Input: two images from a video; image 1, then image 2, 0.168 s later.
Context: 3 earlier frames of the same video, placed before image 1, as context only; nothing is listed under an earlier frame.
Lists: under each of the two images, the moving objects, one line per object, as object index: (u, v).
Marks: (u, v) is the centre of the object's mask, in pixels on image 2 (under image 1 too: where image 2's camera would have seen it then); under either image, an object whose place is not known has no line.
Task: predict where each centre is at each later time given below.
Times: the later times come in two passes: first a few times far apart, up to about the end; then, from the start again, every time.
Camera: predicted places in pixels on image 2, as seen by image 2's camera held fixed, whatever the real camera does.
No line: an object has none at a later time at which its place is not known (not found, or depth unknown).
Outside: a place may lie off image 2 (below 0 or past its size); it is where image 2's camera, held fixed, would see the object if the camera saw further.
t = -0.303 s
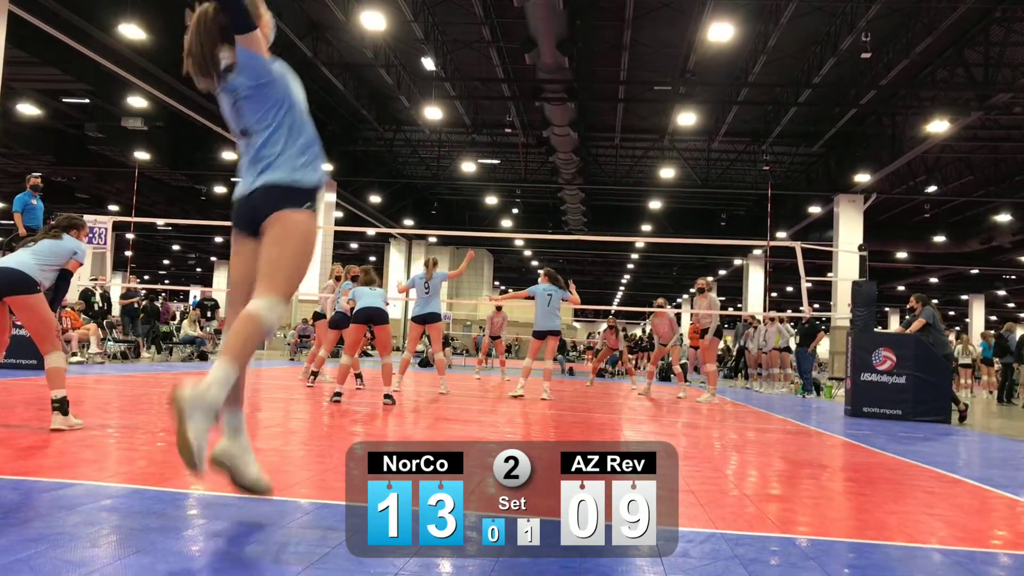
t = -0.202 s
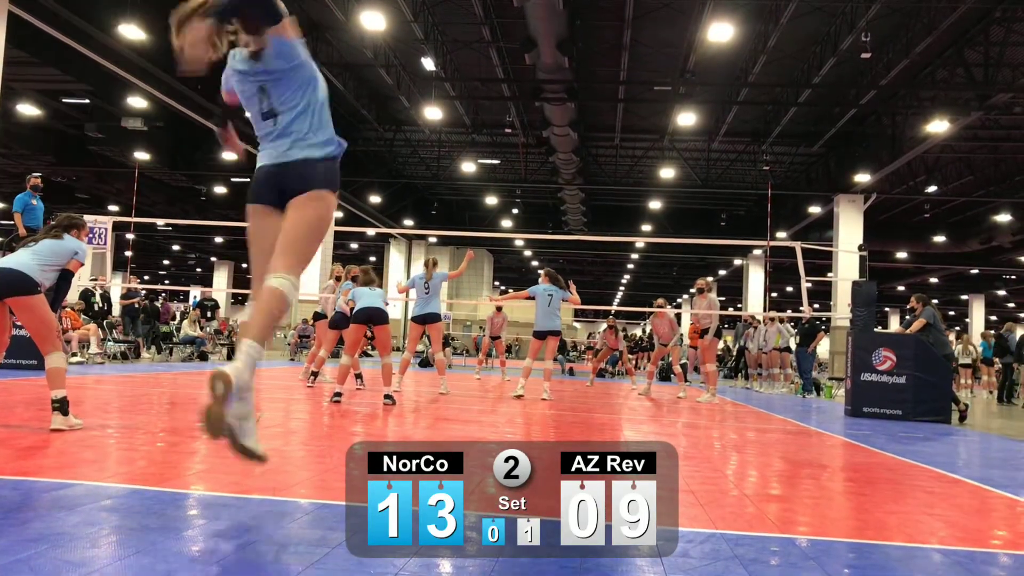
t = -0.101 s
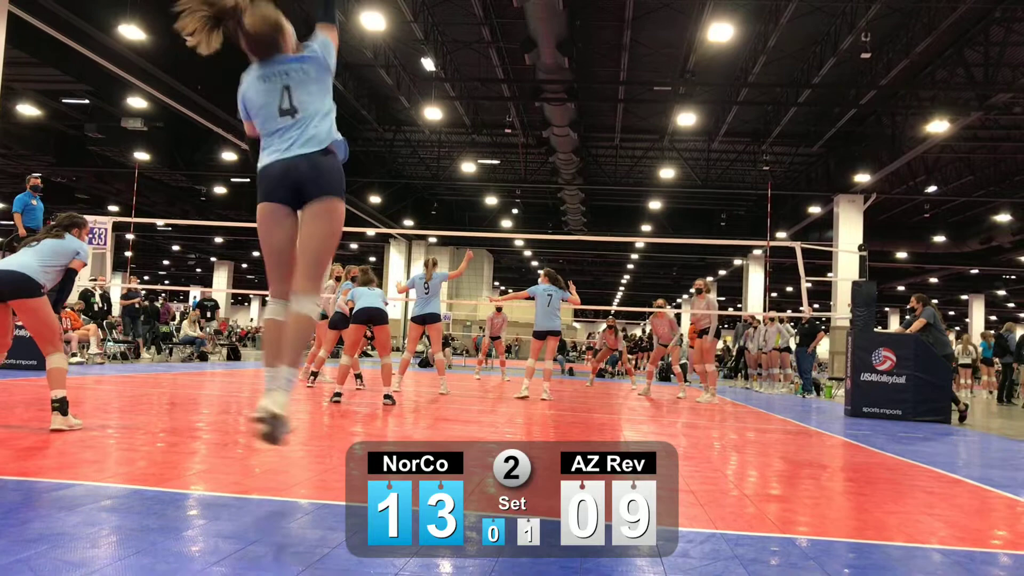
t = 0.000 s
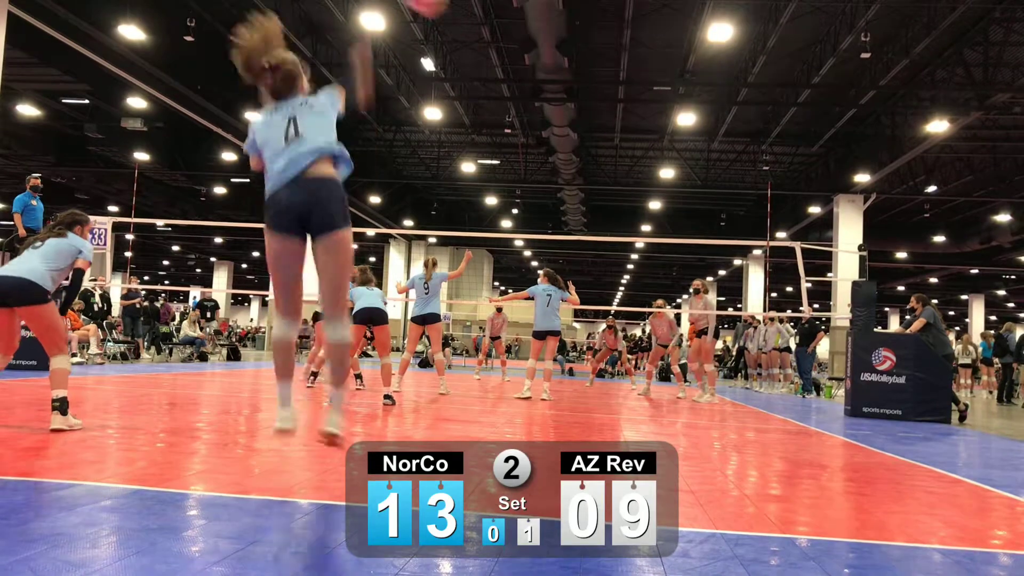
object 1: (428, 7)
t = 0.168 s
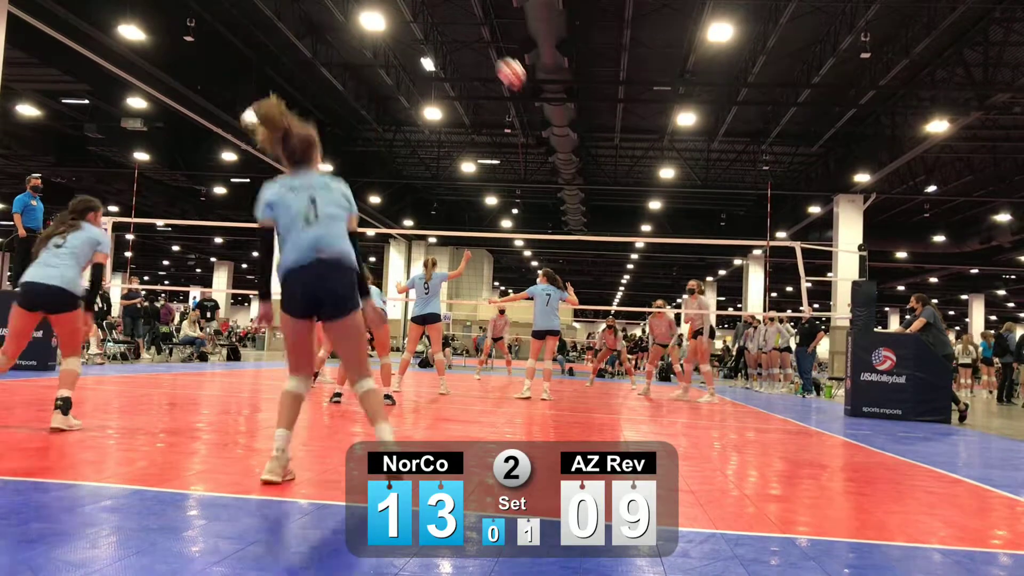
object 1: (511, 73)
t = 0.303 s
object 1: (544, 123)
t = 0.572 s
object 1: (573, 208)
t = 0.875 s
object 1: (593, 288)
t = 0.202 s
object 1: (521, 86)
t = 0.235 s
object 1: (530, 99)
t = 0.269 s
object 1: (537, 111)
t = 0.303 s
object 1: (544, 123)
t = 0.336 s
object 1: (549, 134)
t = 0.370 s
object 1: (554, 146)
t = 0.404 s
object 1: (558, 157)
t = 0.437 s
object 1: (561, 168)
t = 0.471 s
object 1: (564, 178)
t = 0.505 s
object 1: (567, 188)
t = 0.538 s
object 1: (570, 197)
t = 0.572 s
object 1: (573, 208)
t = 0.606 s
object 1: (575, 217)
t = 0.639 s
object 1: (578, 225)
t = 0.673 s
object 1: (581, 235)
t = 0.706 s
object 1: (582, 244)
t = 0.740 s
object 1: (585, 253)
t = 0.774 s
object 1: (587, 262)
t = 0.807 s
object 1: (589, 271)
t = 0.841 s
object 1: (591, 280)
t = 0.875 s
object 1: (593, 288)
